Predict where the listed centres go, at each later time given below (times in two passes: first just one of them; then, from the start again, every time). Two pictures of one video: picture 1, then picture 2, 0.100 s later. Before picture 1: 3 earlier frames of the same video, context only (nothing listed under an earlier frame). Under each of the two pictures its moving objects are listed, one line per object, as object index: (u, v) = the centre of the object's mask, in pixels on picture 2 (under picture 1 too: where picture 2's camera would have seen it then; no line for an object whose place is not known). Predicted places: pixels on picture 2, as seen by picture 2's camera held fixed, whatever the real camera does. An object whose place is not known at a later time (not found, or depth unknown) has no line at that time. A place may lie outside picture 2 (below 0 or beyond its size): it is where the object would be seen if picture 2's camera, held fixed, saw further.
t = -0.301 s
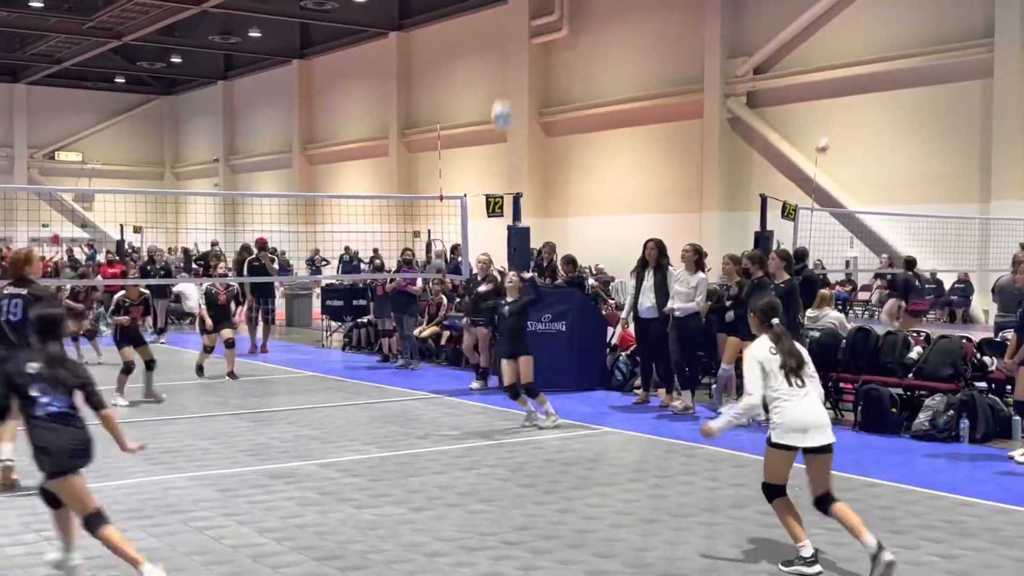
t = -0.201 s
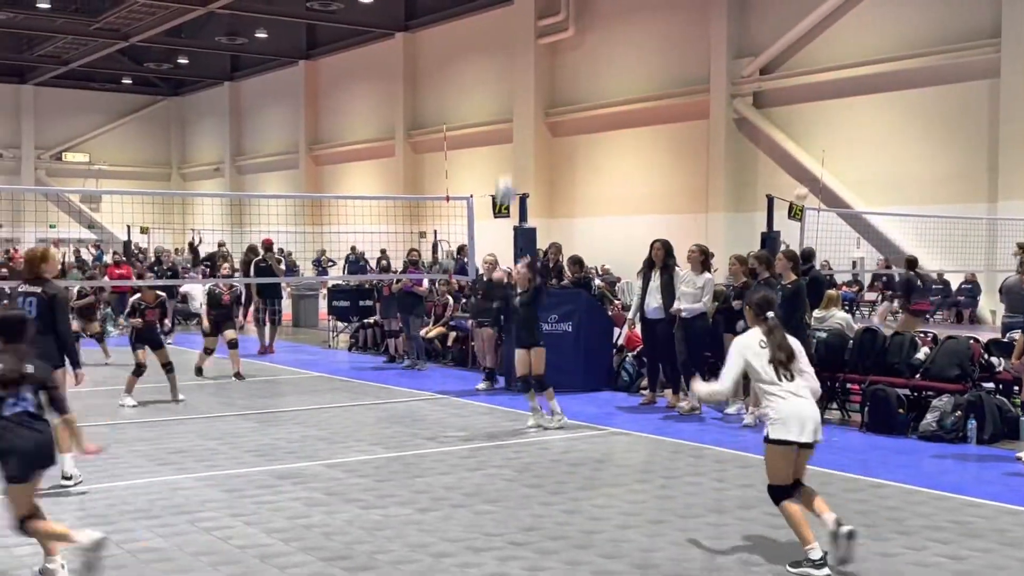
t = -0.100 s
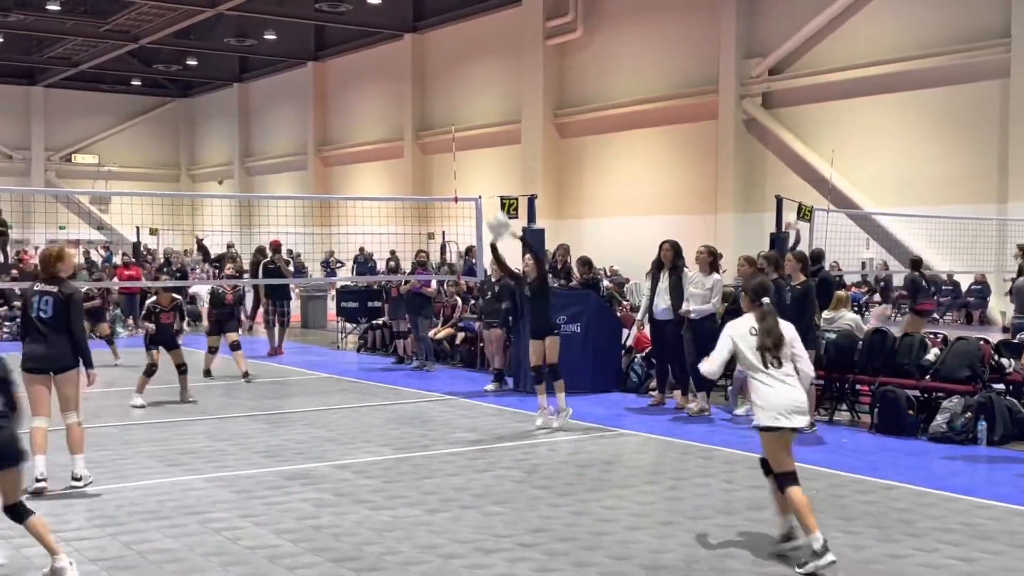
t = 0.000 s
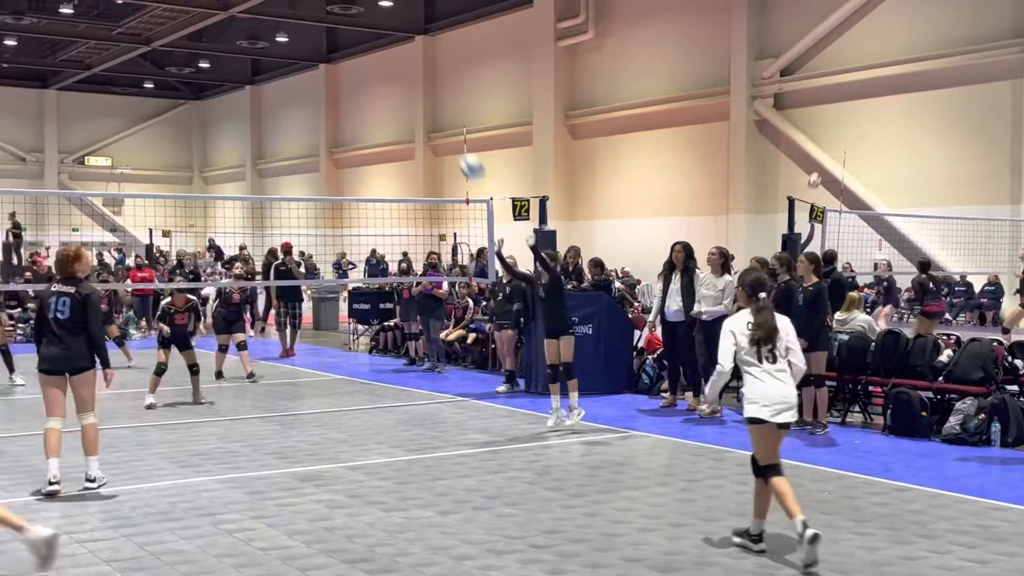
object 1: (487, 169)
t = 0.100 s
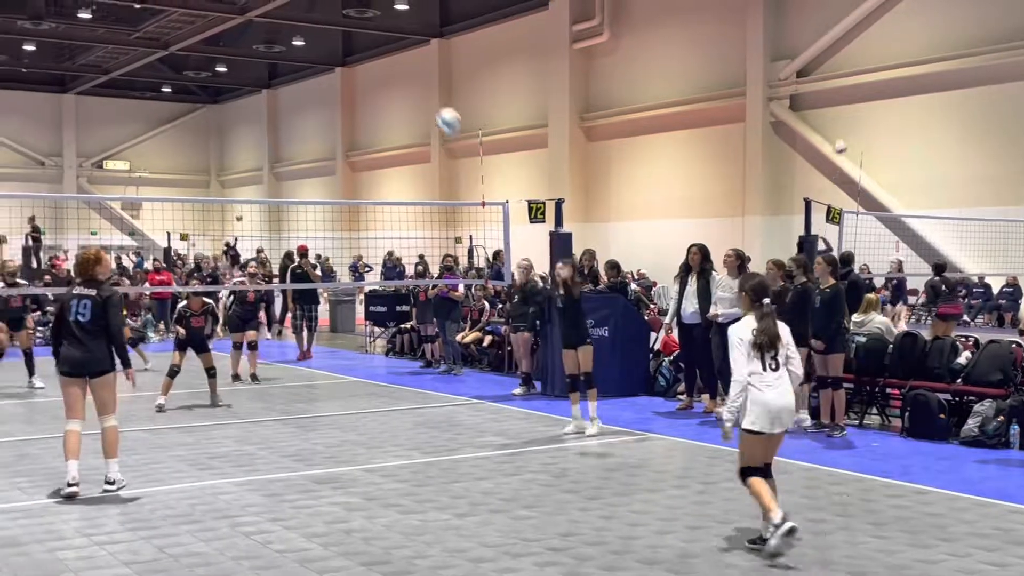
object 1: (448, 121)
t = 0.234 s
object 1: (400, 73)
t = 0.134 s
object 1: (437, 106)
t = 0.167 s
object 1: (424, 94)
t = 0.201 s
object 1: (412, 83)
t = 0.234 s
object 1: (400, 73)
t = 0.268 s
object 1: (388, 64)
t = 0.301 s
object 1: (376, 55)
